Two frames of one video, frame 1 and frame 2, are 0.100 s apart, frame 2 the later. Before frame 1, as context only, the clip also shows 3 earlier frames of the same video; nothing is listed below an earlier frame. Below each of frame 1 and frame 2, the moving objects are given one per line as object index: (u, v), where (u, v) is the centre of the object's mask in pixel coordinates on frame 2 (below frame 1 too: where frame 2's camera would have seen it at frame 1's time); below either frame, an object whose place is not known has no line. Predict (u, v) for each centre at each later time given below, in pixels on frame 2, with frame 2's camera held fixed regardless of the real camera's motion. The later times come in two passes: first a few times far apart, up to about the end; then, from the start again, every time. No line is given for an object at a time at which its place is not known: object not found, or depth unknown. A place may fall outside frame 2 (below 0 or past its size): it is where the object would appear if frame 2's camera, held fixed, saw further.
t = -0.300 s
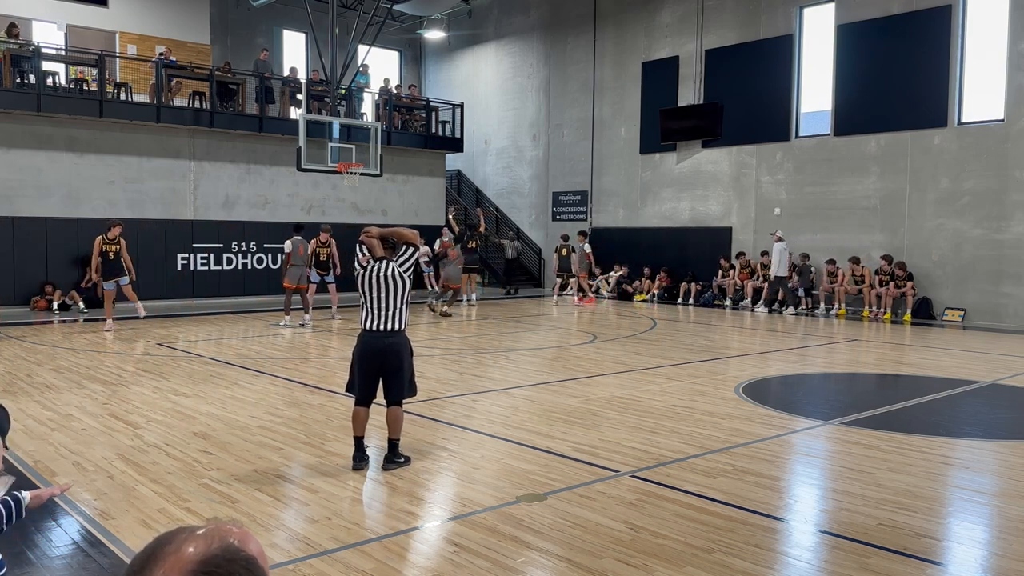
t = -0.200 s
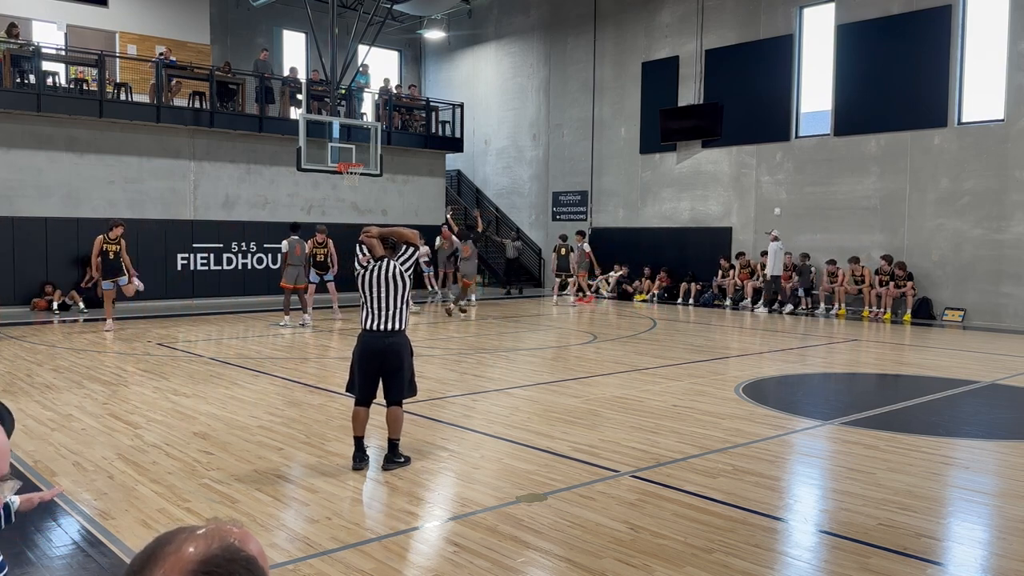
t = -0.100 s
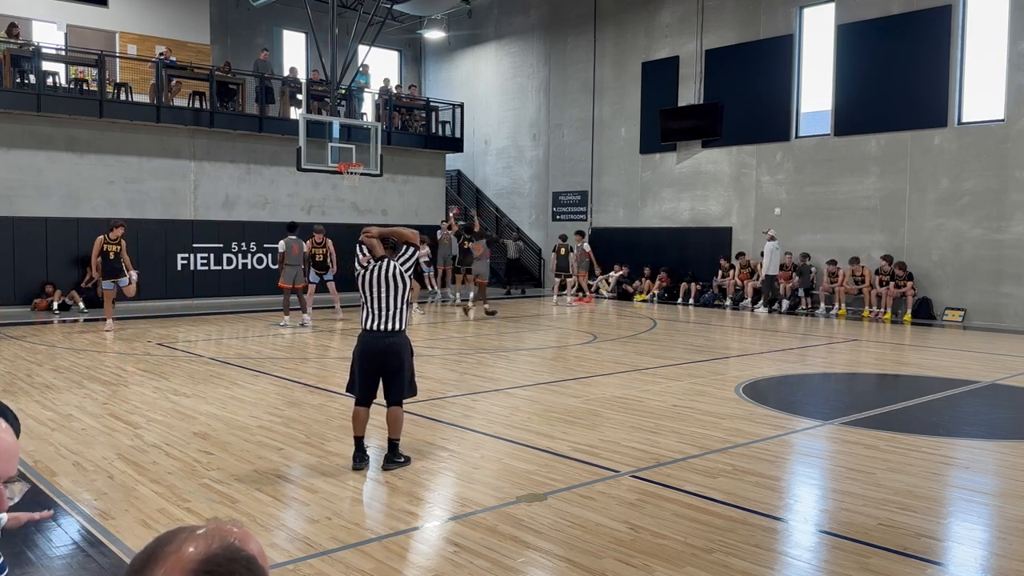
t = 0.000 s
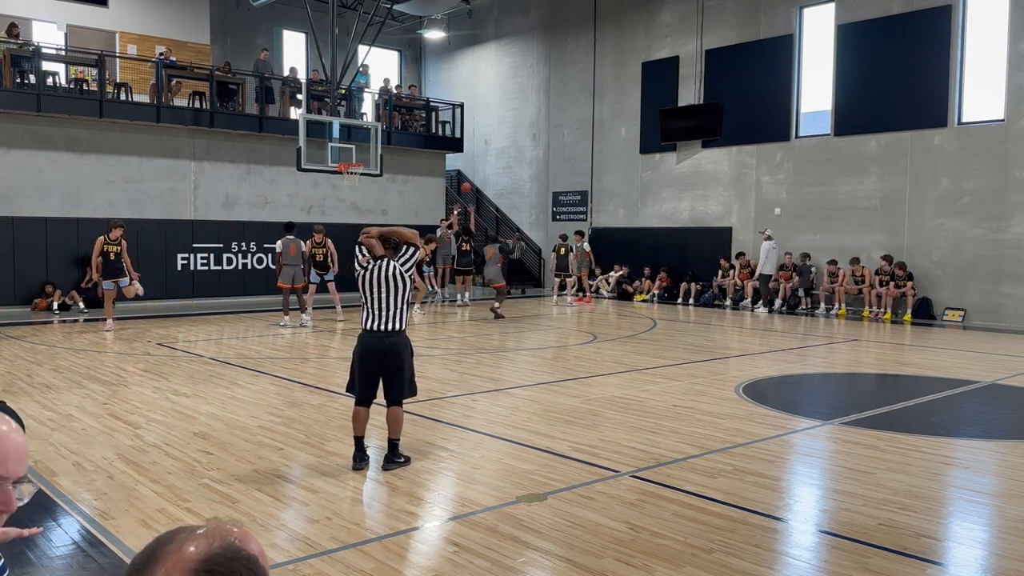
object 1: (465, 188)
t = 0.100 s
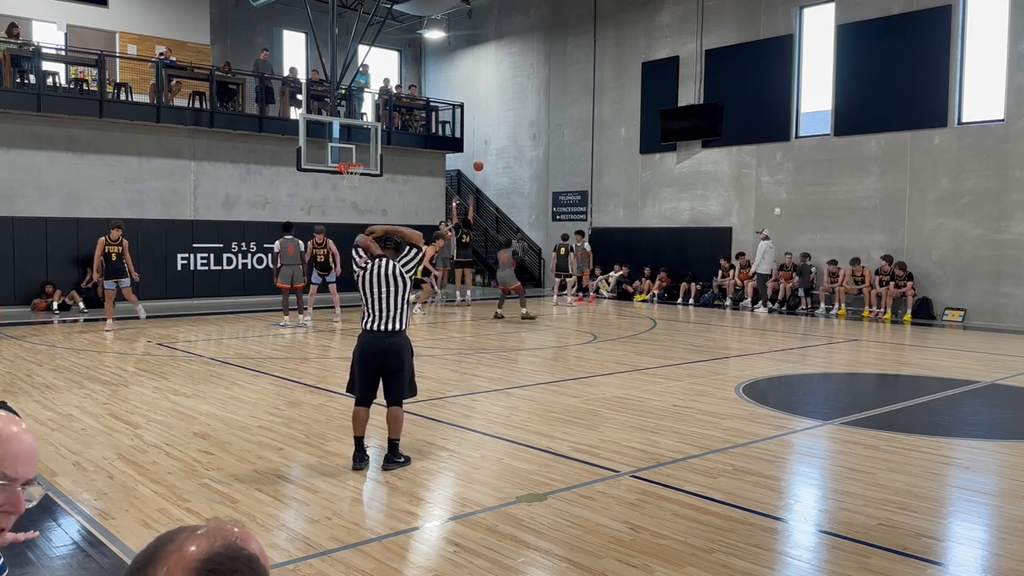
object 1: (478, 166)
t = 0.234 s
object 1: (495, 142)
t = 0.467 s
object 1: (527, 114)
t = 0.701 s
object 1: (563, 109)
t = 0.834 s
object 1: (585, 119)
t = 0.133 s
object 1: (482, 159)
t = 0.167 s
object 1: (486, 153)
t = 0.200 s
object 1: (490, 147)
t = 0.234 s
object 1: (495, 142)
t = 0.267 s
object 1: (499, 136)
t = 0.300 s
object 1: (504, 132)
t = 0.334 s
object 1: (508, 127)
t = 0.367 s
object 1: (513, 123)
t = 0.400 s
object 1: (518, 120)
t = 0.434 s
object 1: (522, 116)
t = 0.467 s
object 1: (527, 114)
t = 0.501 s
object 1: (532, 111)
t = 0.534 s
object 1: (537, 110)
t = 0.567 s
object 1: (542, 109)
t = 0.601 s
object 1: (547, 108)
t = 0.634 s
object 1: (552, 108)
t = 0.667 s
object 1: (557, 108)
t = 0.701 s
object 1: (563, 109)
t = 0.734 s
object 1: (568, 111)
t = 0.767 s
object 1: (574, 113)
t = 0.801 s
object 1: (579, 116)
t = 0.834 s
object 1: (585, 119)
